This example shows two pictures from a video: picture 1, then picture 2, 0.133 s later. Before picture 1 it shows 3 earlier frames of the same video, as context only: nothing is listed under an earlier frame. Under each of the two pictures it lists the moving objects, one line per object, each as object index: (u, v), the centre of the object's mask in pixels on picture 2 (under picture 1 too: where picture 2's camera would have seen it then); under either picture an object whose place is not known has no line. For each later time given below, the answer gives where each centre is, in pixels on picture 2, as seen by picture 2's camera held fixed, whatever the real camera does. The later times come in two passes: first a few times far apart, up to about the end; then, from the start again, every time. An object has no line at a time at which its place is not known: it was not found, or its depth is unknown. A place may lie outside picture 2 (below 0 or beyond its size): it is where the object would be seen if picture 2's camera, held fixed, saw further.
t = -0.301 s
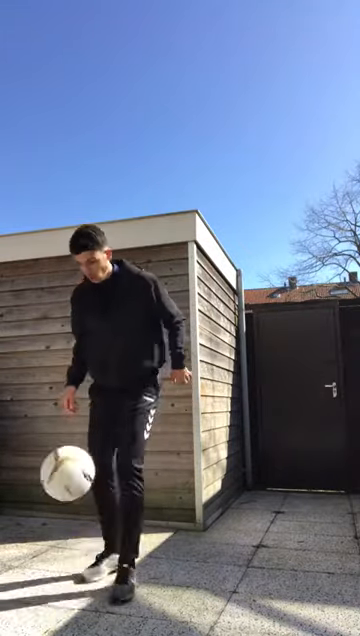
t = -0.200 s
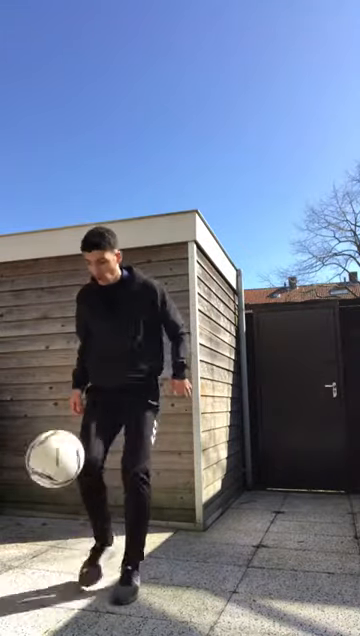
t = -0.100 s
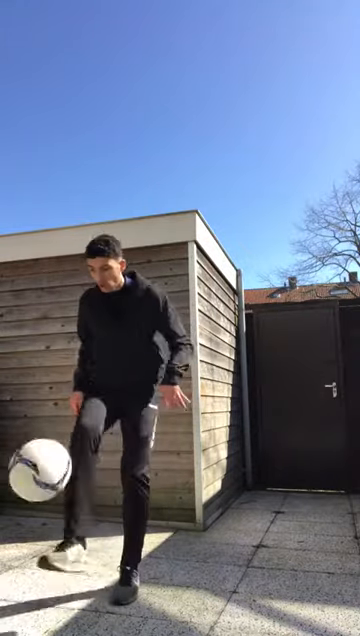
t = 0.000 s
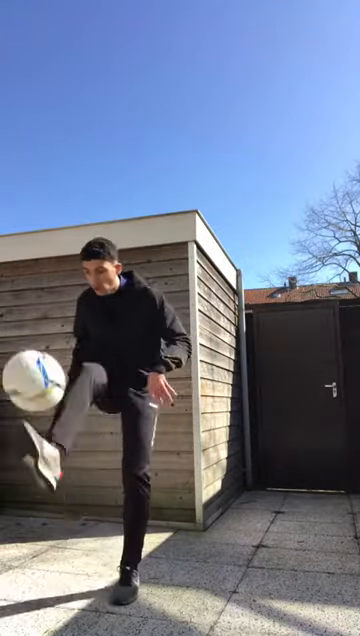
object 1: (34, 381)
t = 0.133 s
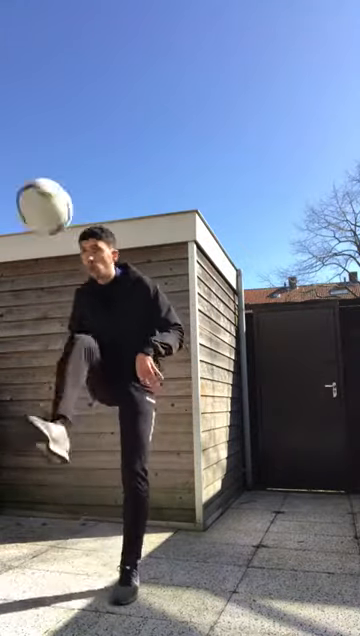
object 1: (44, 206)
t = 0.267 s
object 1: (52, 96)
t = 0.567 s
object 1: (60, 16)
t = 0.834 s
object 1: (61, 71)
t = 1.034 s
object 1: (61, 204)
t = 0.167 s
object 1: (47, 173)
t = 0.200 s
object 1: (48, 145)
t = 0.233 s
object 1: (50, 119)
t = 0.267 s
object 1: (52, 96)
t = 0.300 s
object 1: (53, 77)
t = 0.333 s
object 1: (54, 60)
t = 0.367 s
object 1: (55, 46)
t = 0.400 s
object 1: (56, 34)
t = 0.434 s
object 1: (57, 26)
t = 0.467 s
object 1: (58, 21)
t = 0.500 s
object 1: (59, 18)
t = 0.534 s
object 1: (60, 15)
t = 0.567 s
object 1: (60, 16)
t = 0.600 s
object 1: (60, 16)
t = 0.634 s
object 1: (60, 17)
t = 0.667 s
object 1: (61, 20)
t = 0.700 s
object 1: (60, 25)
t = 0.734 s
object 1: (61, 33)
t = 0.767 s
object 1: (61, 44)
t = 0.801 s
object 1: (61, 56)
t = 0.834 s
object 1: (61, 71)
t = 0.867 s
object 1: (61, 88)
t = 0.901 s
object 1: (61, 107)
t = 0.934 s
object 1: (61, 127)
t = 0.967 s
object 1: (61, 150)
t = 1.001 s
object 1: (61, 176)
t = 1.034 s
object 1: (61, 204)
